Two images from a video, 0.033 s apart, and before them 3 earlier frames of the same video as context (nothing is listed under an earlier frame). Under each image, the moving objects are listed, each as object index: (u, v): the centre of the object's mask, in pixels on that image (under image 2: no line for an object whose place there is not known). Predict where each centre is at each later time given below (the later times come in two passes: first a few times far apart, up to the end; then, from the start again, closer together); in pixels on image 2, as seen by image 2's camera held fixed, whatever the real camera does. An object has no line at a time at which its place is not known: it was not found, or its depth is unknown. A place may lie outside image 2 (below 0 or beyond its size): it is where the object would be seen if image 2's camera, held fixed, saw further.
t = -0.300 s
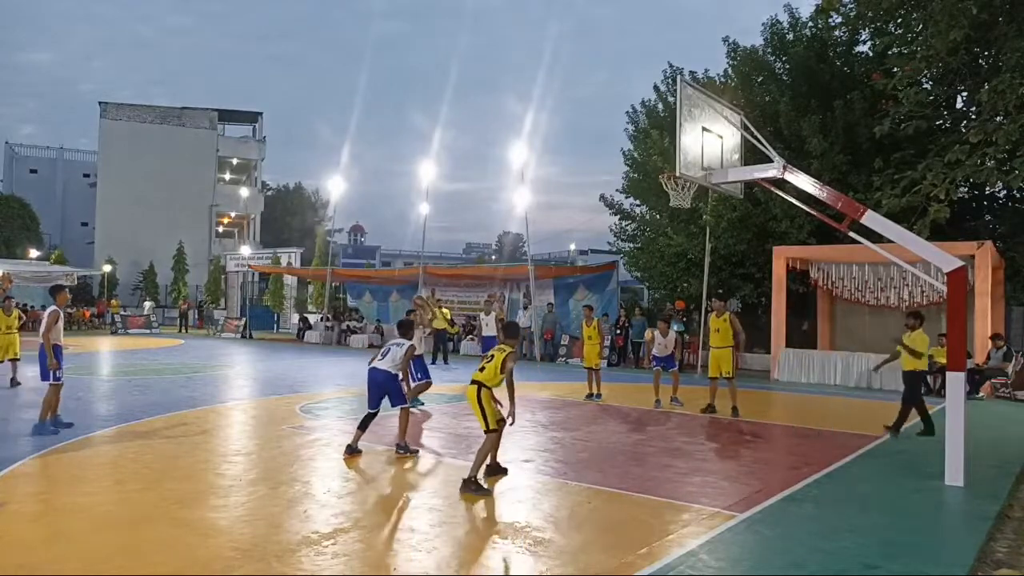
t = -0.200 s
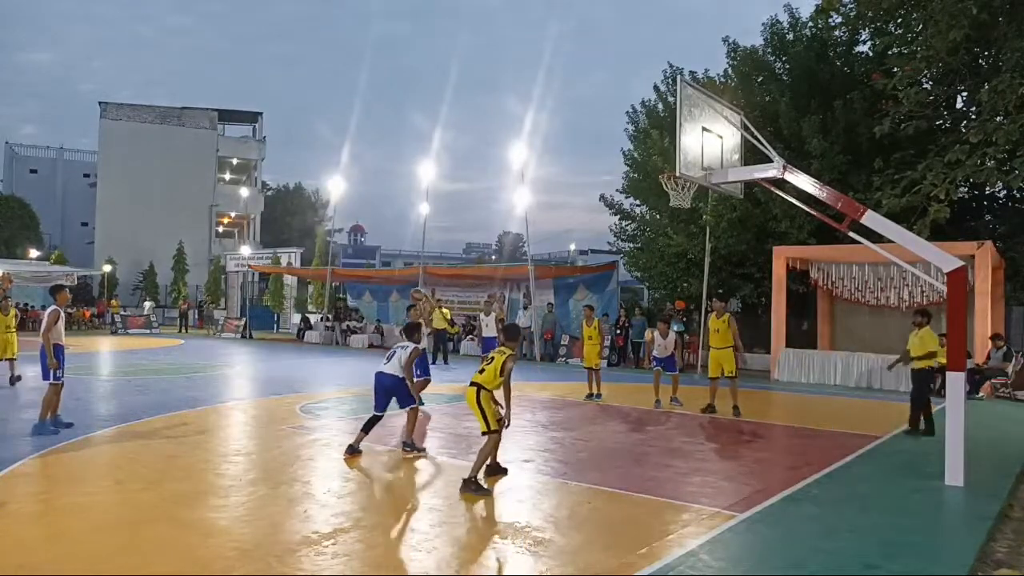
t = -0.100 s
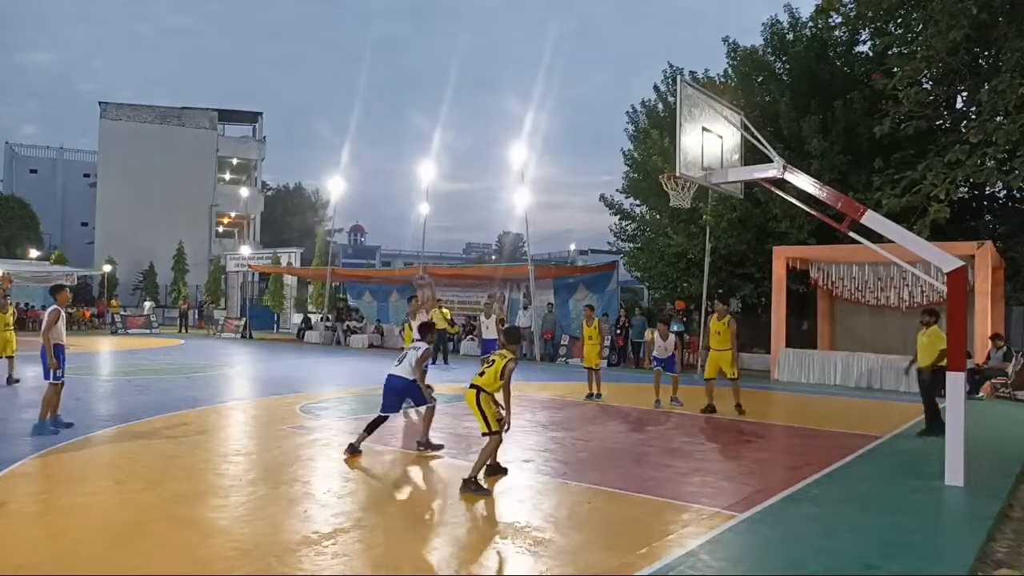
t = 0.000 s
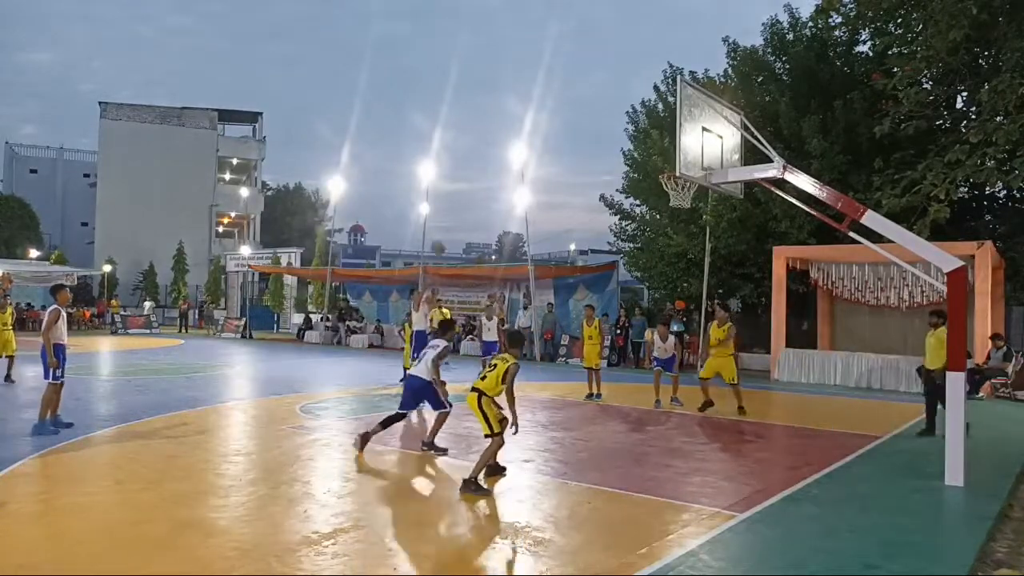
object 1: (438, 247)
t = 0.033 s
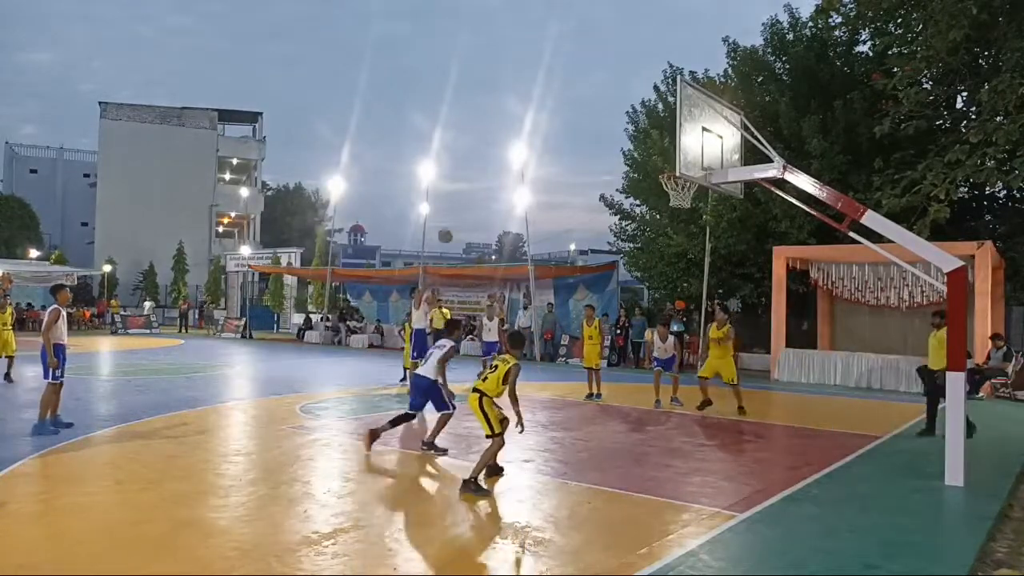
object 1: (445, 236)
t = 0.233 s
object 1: (494, 173)
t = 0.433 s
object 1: (546, 133)
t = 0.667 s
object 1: (611, 119)
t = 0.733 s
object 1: (631, 124)
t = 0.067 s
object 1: (453, 224)
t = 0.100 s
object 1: (461, 213)
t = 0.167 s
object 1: (477, 192)
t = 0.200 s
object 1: (485, 182)
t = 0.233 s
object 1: (494, 173)
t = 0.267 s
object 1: (502, 165)
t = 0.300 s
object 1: (508, 158)
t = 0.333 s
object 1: (519, 151)
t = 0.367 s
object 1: (530, 144)
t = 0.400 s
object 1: (537, 139)
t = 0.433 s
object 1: (546, 133)
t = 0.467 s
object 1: (555, 129)
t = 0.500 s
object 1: (564, 126)
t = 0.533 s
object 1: (573, 123)
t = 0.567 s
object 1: (582, 121)
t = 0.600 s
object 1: (592, 119)
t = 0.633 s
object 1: (602, 119)
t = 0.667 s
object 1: (611, 119)
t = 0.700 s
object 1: (620, 121)
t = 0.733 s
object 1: (631, 124)
